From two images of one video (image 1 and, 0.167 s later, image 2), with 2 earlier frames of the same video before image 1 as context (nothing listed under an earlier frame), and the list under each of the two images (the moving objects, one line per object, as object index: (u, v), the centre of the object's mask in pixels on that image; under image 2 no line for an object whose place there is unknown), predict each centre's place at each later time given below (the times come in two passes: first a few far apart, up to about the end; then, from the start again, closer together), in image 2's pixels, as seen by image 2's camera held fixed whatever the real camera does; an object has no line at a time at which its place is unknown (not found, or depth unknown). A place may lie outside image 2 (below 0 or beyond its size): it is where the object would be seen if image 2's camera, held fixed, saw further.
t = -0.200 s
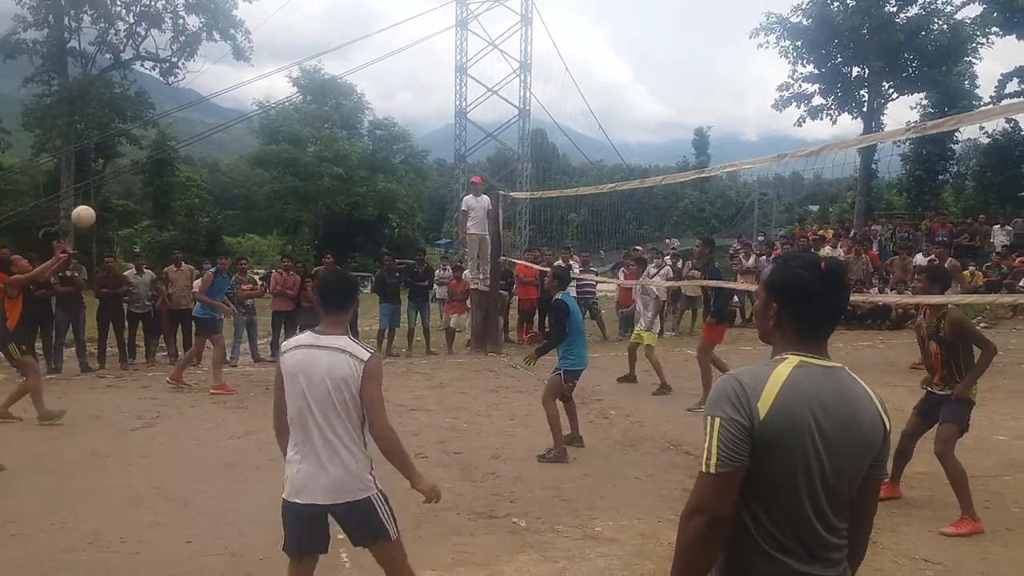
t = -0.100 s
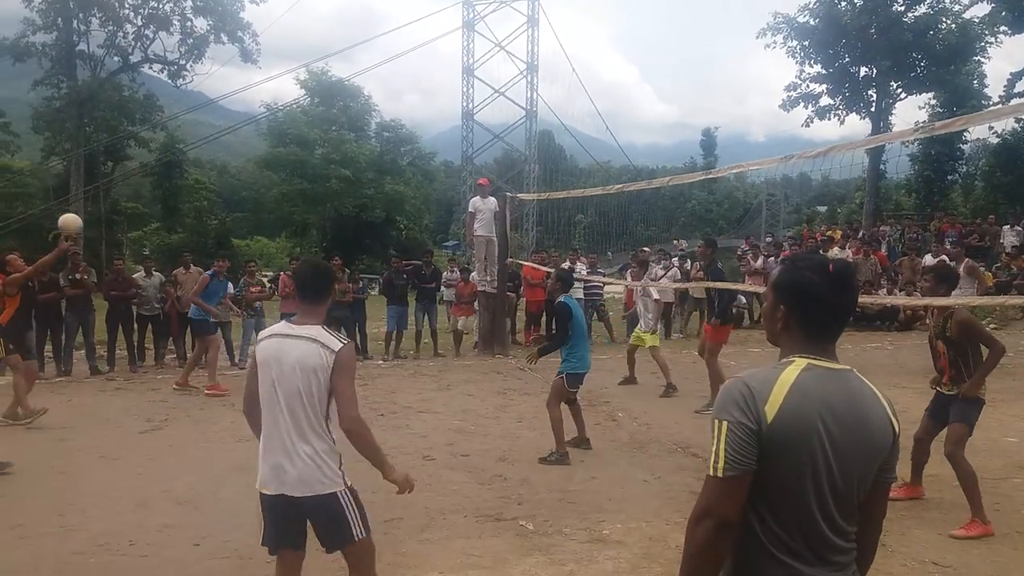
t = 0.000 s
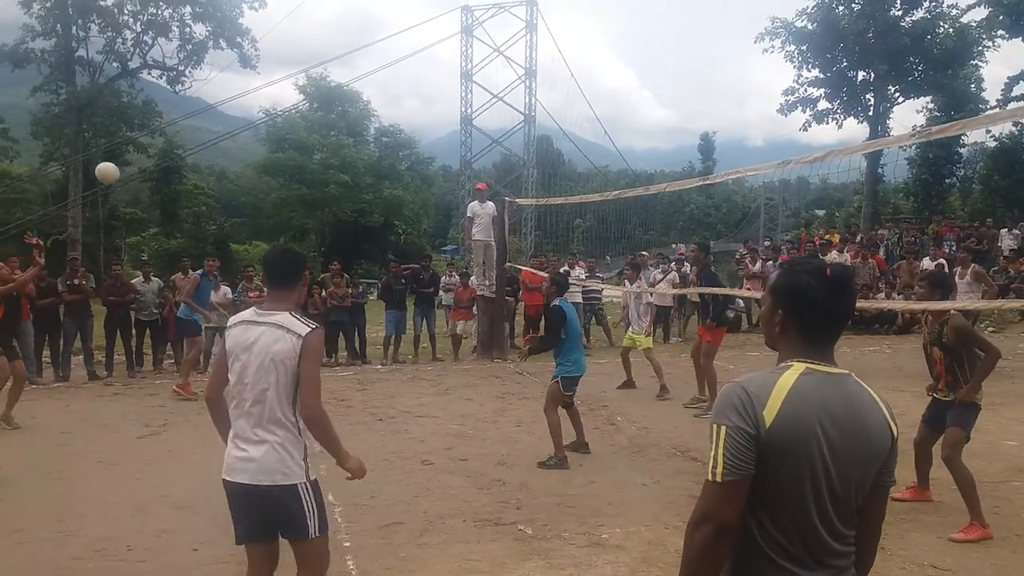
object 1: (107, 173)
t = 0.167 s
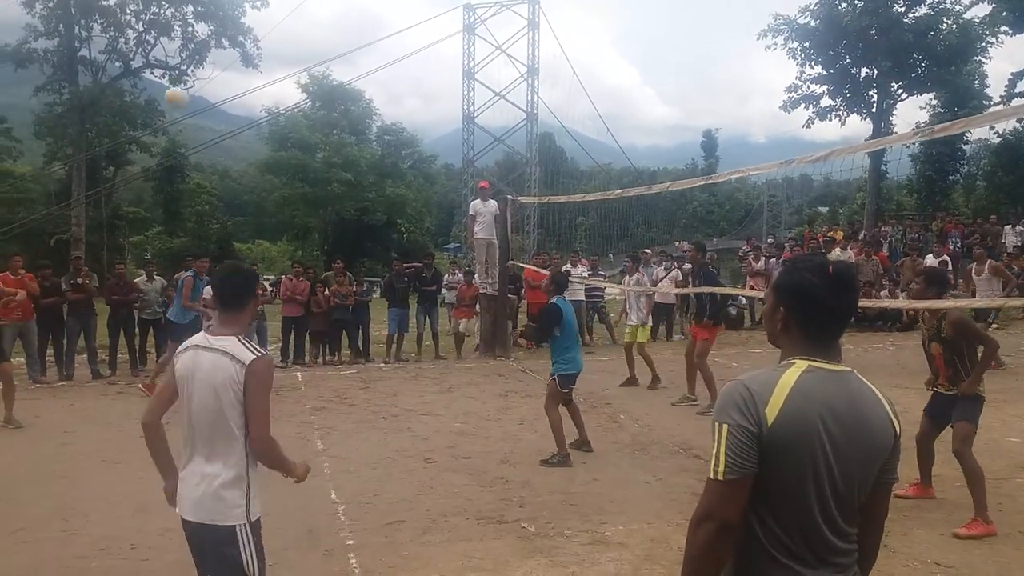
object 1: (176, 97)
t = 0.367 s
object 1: (261, 47)
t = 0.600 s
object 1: (359, 37)
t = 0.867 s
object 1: (474, 103)
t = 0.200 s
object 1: (190, 87)
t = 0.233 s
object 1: (204, 76)
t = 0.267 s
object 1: (217, 67)
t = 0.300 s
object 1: (232, 59)
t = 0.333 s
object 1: (245, 52)
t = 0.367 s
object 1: (261, 47)
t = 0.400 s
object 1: (274, 42)
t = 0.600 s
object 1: (359, 37)
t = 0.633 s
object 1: (375, 42)
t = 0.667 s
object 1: (389, 46)
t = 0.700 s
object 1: (403, 52)
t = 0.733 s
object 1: (417, 59)
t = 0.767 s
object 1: (432, 68)
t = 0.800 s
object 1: (446, 78)
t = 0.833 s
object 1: (459, 89)
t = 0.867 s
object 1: (474, 103)
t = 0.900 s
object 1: (489, 116)
